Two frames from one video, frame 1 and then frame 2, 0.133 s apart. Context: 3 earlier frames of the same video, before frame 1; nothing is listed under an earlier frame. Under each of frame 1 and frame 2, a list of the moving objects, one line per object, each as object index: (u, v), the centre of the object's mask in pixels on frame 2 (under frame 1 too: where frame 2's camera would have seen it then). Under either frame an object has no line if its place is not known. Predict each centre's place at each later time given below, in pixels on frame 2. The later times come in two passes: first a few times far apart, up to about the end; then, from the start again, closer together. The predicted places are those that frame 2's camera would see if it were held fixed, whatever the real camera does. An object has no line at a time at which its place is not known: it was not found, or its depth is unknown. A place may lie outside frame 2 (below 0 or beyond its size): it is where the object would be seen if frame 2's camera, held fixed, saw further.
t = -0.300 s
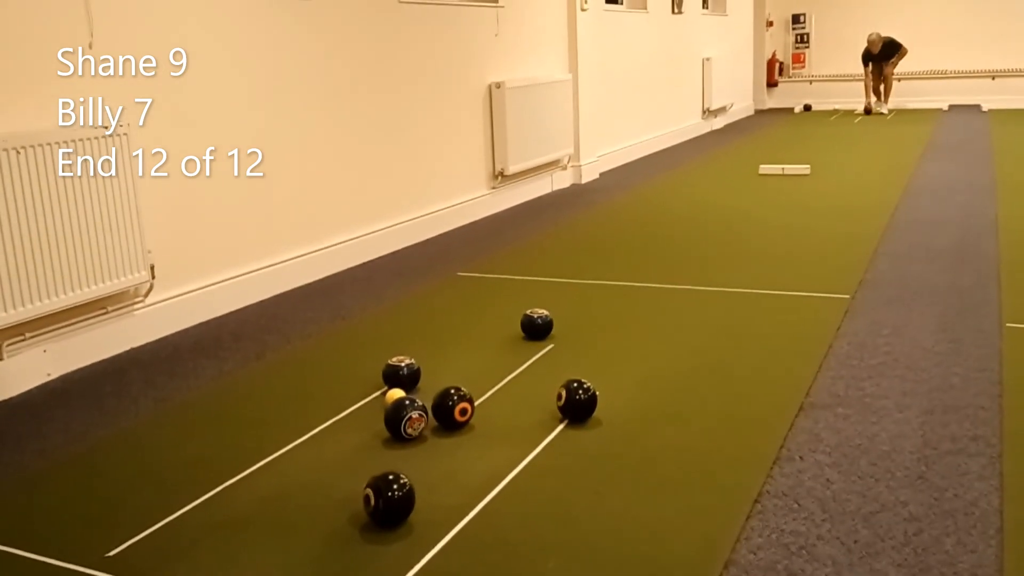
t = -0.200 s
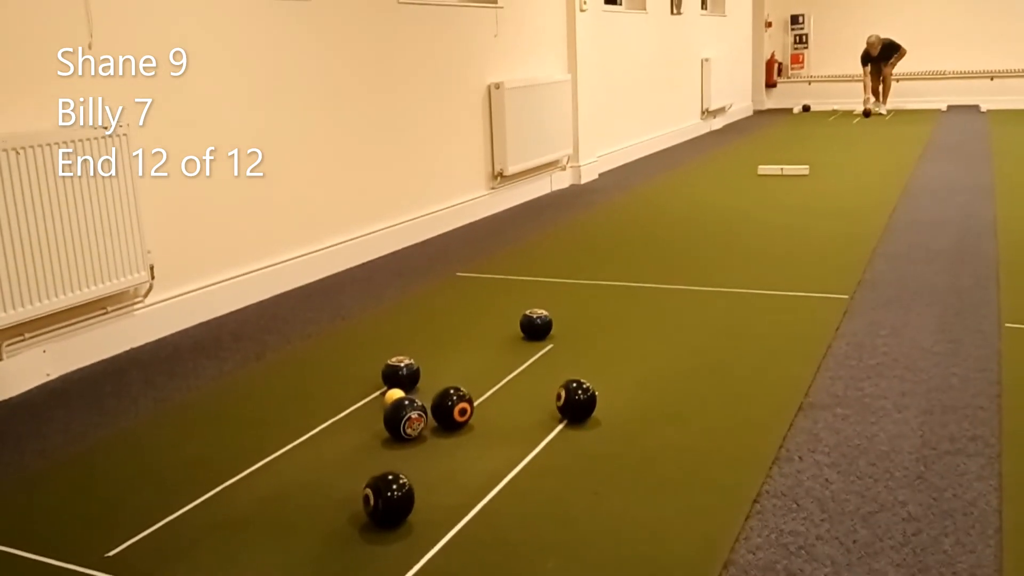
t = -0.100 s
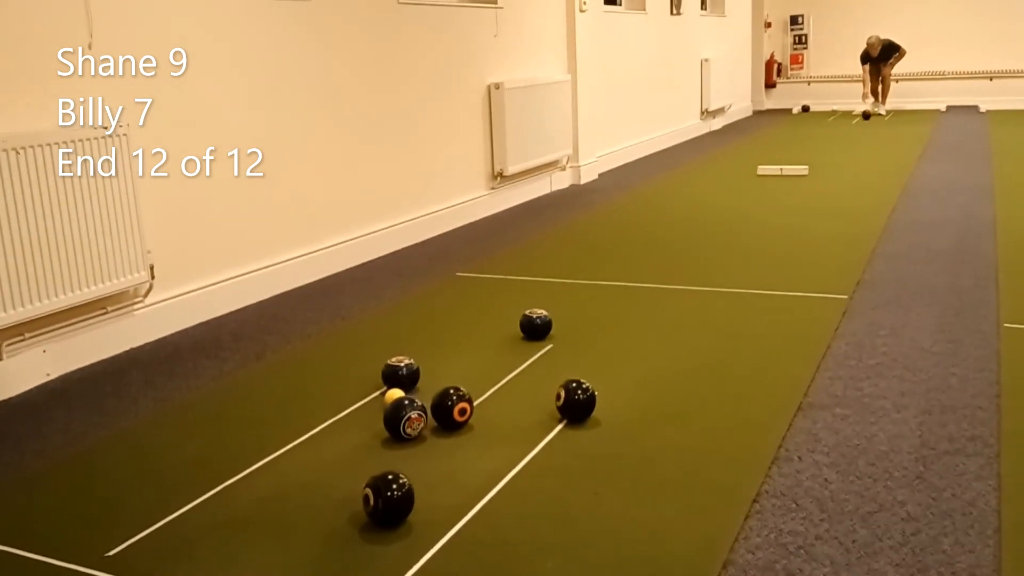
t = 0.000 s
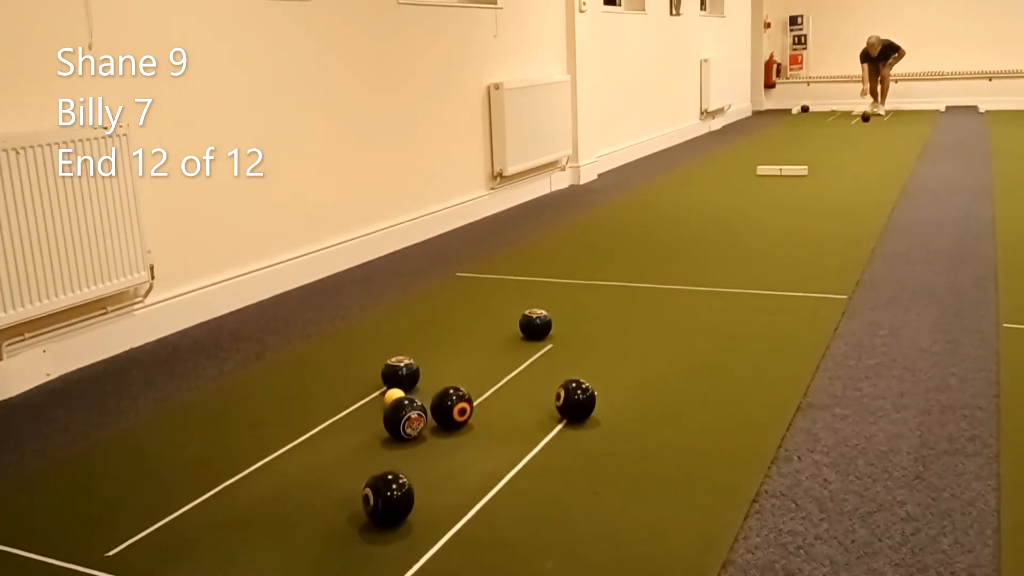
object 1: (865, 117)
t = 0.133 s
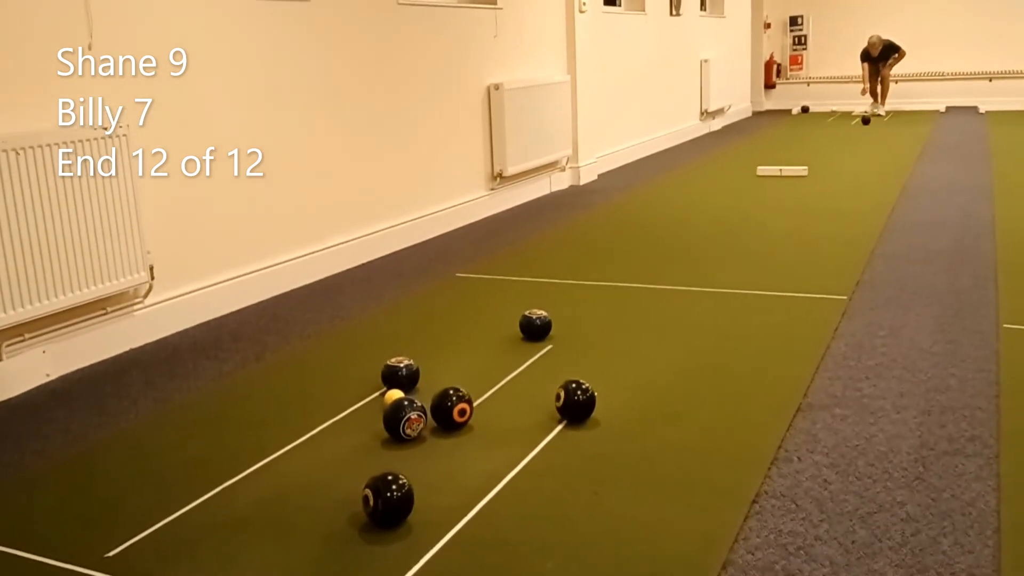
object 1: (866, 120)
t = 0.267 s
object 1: (866, 122)
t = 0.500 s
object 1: (866, 126)
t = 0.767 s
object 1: (866, 131)
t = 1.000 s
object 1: (865, 135)
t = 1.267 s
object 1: (865, 140)
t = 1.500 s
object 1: (864, 145)
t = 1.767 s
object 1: (862, 151)
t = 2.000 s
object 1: (861, 157)
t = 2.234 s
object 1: (858, 164)
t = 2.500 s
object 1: (855, 171)
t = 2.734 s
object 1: (850, 178)
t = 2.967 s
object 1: (846, 186)
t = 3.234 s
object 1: (838, 195)
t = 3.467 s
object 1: (831, 203)
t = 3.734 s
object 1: (821, 214)
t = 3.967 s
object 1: (811, 223)
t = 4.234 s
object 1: (798, 235)
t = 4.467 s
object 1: (785, 246)
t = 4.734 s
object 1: (769, 258)
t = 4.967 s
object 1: (752, 270)
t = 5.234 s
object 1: (731, 284)
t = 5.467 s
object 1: (710, 296)
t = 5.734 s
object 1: (685, 312)
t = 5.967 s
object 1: (661, 325)
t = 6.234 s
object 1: (632, 340)
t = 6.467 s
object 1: (605, 354)
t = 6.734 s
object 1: (573, 365)
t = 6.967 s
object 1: (545, 381)
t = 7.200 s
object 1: (518, 394)
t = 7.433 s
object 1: (494, 404)
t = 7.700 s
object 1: (488, 412)
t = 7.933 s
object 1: (487, 418)
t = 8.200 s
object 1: (495, 423)
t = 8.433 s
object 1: (510, 424)
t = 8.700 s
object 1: (519, 419)
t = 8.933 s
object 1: (510, 420)
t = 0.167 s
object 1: (866, 120)
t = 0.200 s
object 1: (866, 121)
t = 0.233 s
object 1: (866, 121)
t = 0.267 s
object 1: (866, 122)
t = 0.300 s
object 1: (865, 124)
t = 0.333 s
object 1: (865, 124)
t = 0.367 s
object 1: (865, 124)
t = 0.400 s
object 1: (866, 125)
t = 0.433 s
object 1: (866, 125)
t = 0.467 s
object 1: (866, 126)
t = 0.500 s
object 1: (866, 126)
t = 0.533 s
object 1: (866, 127)
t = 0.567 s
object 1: (866, 127)
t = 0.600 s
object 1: (866, 128)
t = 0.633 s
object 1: (866, 128)
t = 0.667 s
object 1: (866, 129)
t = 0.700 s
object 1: (866, 129)
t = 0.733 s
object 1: (866, 130)
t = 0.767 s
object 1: (866, 131)
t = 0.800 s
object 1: (866, 131)
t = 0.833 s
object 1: (865, 132)
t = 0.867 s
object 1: (865, 132)
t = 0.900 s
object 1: (865, 133)
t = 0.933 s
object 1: (865, 134)
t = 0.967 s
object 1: (865, 134)
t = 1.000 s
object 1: (865, 135)
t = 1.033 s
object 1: (865, 135)
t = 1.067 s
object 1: (865, 136)
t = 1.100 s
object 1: (865, 136)
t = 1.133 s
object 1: (865, 137)
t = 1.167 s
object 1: (864, 138)
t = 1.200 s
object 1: (864, 138)
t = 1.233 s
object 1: (865, 139)
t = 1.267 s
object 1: (865, 140)
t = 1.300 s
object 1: (865, 140)
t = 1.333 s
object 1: (865, 141)
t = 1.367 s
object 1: (865, 142)
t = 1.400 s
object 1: (865, 143)
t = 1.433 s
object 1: (865, 144)
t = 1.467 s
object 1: (864, 145)
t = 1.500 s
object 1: (864, 145)
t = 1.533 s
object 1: (864, 146)
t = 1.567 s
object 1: (864, 147)
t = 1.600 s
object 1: (864, 148)
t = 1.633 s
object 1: (863, 148)
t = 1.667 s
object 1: (863, 149)
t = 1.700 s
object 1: (863, 150)
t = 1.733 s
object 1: (863, 151)
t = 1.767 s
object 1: (862, 151)
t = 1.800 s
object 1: (862, 152)
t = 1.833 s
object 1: (862, 153)
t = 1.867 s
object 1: (862, 154)
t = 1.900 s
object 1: (861, 155)
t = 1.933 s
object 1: (861, 155)
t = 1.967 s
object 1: (861, 156)
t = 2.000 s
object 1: (861, 157)
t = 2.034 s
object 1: (860, 158)
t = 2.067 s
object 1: (860, 159)
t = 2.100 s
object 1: (860, 160)
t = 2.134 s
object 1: (859, 161)
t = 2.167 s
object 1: (859, 162)
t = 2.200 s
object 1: (859, 163)
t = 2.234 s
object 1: (858, 164)
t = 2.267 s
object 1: (858, 165)
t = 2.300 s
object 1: (857, 165)
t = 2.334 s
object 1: (857, 166)
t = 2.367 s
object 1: (857, 167)
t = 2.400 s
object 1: (857, 168)
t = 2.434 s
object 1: (857, 169)
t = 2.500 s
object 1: (855, 171)
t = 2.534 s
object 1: (854, 172)
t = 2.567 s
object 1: (853, 173)
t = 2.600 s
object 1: (853, 174)
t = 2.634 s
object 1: (852, 175)
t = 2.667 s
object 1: (852, 176)
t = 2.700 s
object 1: (851, 177)
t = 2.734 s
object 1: (850, 178)
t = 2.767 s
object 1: (850, 180)
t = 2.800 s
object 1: (849, 180)
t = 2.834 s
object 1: (848, 182)
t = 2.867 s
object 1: (848, 183)
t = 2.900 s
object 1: (847, 183)
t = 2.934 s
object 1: (846, 185)
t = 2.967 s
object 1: (846, 186)
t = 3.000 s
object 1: (845, 187)
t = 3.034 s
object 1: (844, 188)
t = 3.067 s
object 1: (843, 189)
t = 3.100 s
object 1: (842, 190)
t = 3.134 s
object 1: (841, 191)
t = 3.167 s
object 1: (840, 192)
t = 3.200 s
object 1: (839, 194)
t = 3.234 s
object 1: (838, 195)
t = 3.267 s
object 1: (838, 196)
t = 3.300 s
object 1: (837, 197)
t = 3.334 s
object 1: (836, 198)
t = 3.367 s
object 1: (836, 199)
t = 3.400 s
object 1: (833, 201)
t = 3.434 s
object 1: (832, 202)
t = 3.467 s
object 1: (831, 203)
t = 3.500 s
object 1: (830, 205)
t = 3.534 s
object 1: (829, 206)
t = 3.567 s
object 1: (828, 207)
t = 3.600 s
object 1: (826, 208)
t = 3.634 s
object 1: (825, 210)
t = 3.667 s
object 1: (824, 211)
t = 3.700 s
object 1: (822, 212)
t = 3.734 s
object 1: (821, 214)
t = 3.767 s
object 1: (819, 215)
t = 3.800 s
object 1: (818, 216)
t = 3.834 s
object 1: (817, 218)
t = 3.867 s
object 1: (815, 219)
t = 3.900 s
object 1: (814, 220)
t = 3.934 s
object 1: (812, 222)
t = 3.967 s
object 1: (811, 223)
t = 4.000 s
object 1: (809, 225)
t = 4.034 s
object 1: (807, 226)
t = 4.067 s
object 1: (806, 228)
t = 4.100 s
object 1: (804, 229)
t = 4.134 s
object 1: (803, 230)
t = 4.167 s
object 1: (801, 232)
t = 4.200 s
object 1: (799, 233)
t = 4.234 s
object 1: (798, 235)
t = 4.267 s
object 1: (796, 236)
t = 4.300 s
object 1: (794, 238)
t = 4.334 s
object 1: (792, 240)
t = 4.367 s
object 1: (790, 241)
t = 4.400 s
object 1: (789, 243)
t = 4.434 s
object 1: (787, 244)
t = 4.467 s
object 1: (785, 246)
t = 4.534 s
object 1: (783, 248)
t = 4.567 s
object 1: (780, 249)
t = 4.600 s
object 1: (778, 251)
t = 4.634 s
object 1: (776, 253)
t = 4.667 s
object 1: (774, 255)
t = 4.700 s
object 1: (771, 256)
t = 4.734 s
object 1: (769, 258)
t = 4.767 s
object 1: (767, 259)
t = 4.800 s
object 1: (765, 261)
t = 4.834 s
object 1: (762, 263)
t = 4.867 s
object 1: (760, 265)
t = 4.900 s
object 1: (757, 266)
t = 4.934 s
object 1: (755, 268)
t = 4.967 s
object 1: (752, 270)
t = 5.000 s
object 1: (750, 271)
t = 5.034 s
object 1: (747, 273)
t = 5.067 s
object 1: (745, 275)
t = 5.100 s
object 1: (742, 277)
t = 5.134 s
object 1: (739, 278)
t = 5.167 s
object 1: (736, 280)
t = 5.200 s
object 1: (734, 282)
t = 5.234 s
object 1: (731, 284)
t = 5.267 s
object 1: (728, 285)
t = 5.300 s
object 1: (725, 287)
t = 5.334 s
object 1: (722, 289)
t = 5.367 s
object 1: (719, 291)
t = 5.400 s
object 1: (716, 293)
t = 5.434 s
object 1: (713, 294)
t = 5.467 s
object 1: (710, 296)
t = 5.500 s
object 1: (707, 298)
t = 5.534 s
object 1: (704, 300)
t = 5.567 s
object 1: (701, 302)
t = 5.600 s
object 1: (698, 304)
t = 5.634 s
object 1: (695, 306)
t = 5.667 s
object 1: (692, 308)
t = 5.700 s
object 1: (688, 310)
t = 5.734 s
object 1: (685, 312)
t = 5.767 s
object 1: (681, 314)
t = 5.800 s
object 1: (678, 315)
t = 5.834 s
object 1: (675, 317)
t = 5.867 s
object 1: (671, 319)
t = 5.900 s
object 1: (668, 321)
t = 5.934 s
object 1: (665, 323)
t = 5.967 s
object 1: (661, 325)
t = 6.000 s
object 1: (658, 327)
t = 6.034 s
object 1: (654, 328)
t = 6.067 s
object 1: (650, 330)
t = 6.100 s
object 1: (647, 332)
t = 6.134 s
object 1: (643, 334)
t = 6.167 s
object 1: (640, 336)
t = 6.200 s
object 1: (636, 338)
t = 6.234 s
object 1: (632, 340)
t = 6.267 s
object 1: (629, 342)
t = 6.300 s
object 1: (625, 344)
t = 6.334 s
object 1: (621, 346)
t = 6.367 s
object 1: (617, 348)
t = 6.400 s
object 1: (613, 350)
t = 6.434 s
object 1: (609, 352)
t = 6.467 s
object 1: (605, 354)
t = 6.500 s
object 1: (601, 356)
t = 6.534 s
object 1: (597, 357)
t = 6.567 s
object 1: (593, 359)
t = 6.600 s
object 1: (589, 361)
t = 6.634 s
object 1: (586, 362)
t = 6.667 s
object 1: (582, 363)
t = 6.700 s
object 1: (578, 364)
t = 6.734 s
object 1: (573, 365)
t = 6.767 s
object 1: (569, 367)
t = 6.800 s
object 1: (564, 368)
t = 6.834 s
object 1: (560, 371)
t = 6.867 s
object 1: (556, 373)
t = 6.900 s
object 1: (552, 376)
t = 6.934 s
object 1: (548, 378)
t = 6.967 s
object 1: (545, 381)
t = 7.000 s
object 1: (541, 383)
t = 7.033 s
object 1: (538, 385)
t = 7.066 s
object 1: (534, 387)
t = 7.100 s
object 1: (530, 389)
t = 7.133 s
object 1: (526, 390)
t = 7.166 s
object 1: (522, 392)
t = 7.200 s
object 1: (518, 394)
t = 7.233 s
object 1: (514, 395)
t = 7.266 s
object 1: (510, 397)
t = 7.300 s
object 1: (506, 398)
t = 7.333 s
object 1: (503, 400)
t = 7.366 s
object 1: (499, 401)
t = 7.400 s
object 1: (495, 403)
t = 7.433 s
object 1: (494, 404)
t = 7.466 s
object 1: (493, 405)
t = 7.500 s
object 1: (493, 405)
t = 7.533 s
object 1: (492, 407)
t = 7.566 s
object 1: (491, 408)
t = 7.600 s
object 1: (490, 409)
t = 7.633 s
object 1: (490, 410)
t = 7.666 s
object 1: (489, 411)
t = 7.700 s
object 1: (488, 412)
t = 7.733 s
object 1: (488, 413)
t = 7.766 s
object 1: (487, 413)
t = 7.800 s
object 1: (487, 414)
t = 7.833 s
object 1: (486, 415)
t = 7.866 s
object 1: (487, 416)
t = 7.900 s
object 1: (487, 417)
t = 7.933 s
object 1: (487, 418)
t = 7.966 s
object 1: (487, 419)
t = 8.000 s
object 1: (488, 420)
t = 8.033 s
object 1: (488, 420)
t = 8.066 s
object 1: (489, 421)
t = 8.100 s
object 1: (491, 422)
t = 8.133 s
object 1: (492, 422)
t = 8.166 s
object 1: (493, 423)
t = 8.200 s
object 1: (495, 423)
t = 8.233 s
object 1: (497, 424)
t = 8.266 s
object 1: (499, 424)
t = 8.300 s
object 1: (501, 424)
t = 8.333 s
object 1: (503, 424)
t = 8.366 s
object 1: (505, 424)
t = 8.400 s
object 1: (508, 424)
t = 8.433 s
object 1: (510, 424)
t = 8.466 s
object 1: (512, 424)
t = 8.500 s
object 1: (514, 423)
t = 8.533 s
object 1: (516, 423)
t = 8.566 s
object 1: (517, 422)
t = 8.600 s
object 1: (518, 421)
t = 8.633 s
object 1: (519, 420)
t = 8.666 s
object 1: (519, 420)
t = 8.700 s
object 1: (519, 419)
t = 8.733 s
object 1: (518, 419)
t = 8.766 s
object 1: (517, 419)
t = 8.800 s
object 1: (516, 419)
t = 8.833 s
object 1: (515, 419)
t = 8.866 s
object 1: (513, 419)
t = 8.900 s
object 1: (512, 420)
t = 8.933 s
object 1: (510, 420)
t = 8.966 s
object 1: (509, 421)
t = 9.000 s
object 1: (508, 422)
